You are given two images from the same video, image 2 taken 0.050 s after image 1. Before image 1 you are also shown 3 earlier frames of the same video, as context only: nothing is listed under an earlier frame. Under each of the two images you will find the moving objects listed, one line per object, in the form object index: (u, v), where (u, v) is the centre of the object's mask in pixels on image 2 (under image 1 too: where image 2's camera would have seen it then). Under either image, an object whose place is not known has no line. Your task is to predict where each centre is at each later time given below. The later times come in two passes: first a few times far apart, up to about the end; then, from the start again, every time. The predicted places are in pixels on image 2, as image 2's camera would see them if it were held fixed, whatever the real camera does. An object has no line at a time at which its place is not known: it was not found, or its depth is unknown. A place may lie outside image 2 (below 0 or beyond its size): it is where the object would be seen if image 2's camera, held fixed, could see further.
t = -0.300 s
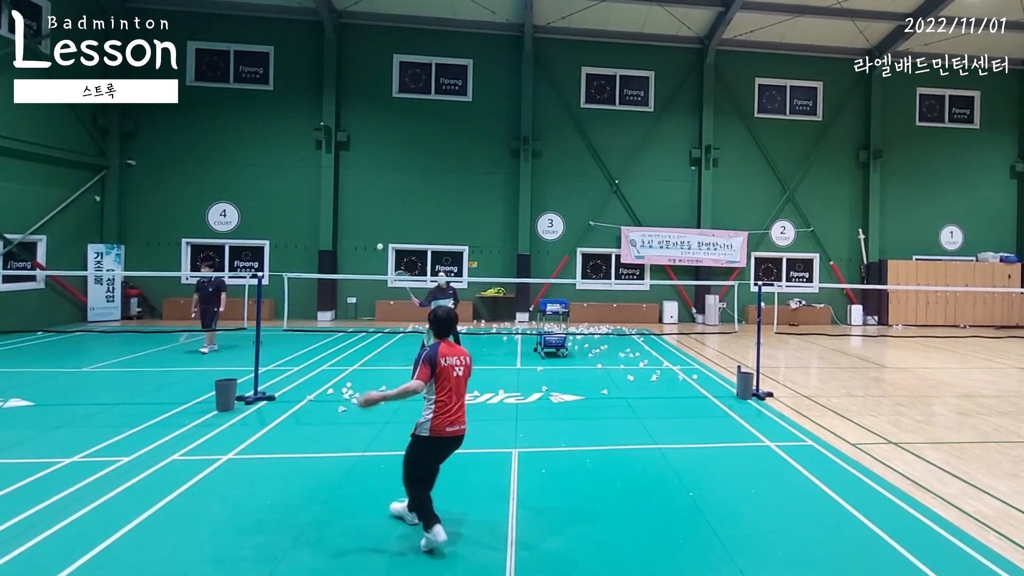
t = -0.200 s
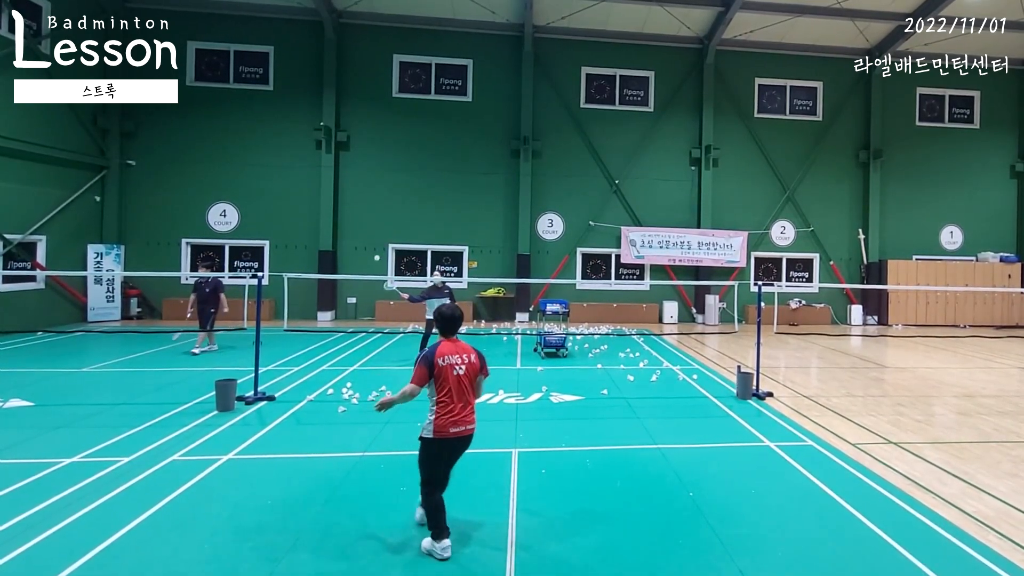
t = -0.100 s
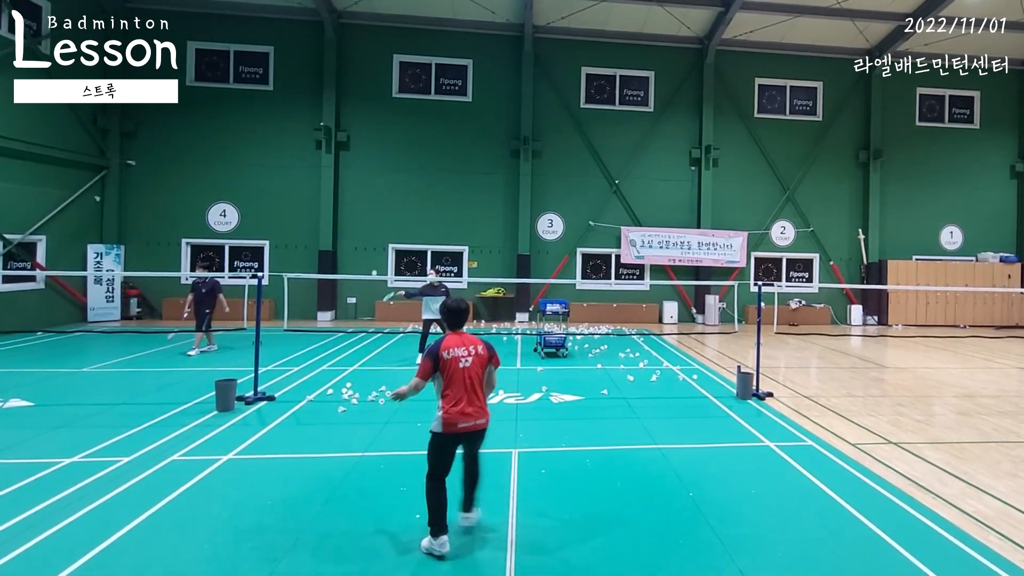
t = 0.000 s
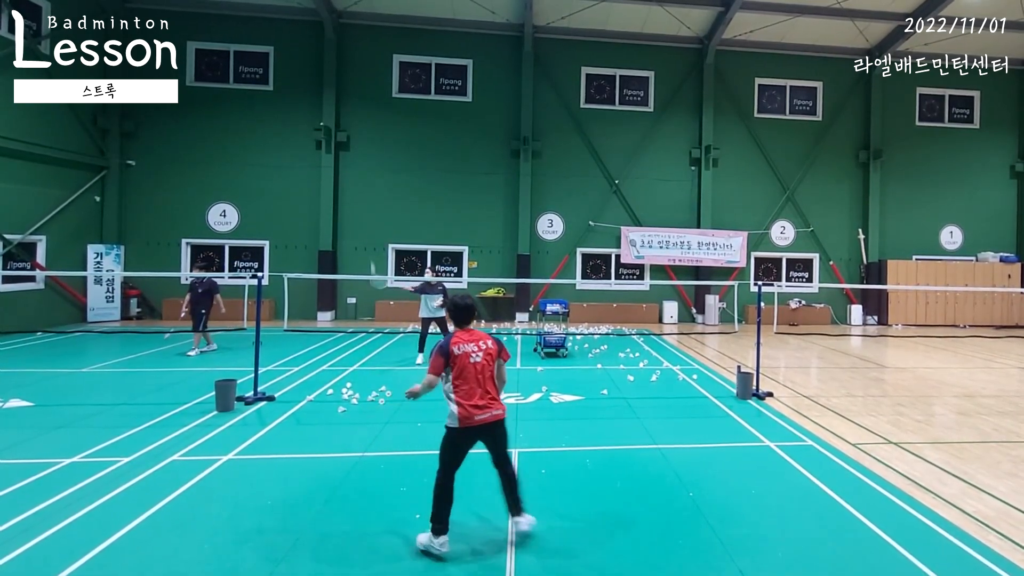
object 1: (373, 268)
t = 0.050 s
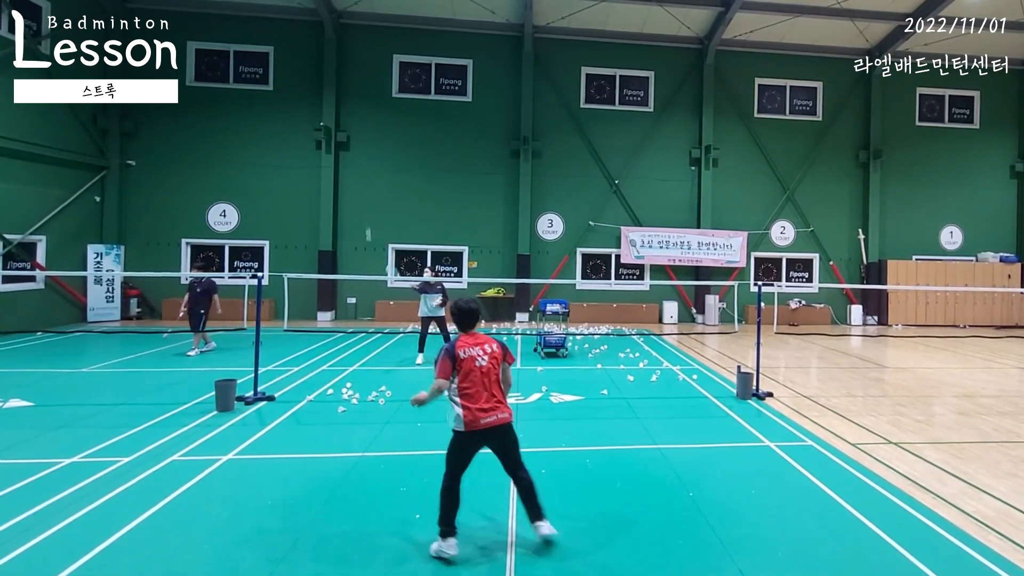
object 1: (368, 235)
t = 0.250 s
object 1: (363, 130)
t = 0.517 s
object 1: (351, 43)
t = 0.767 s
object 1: (335, 23)
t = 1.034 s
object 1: (308, 102)
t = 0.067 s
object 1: (368, 224)
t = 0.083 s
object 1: (368, 215)
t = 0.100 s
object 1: (368, 205)
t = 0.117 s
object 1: (367, 196)
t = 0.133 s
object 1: (367, 187)
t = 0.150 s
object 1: (366, 178)
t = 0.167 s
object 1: (365, 169)
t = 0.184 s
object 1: (365, 161)
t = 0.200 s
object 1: (364, 153)
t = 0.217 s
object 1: (364, 145)
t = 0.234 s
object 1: (363, 137)
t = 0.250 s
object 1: (363, 130)
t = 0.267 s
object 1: (362, 123)
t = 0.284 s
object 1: (361, 116)
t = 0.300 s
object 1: (361, 109)
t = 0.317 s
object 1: (360, 103)
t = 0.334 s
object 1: (359, 97)
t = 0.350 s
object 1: (359, 91)
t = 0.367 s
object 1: (358, 85)
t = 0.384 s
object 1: (357, 79)
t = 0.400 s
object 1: (356, 74)
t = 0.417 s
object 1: (356, 69)
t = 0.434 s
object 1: (355, 64)
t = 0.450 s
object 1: (354, 59)
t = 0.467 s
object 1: (353, 55)
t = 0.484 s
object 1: (352, 51)
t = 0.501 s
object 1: (352, 47)
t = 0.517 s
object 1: (351, 43)
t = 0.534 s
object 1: (350, 40)
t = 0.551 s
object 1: (349, 37)
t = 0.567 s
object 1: (348, 34)
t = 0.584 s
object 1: (347, 31)
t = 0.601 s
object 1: (346, 29)
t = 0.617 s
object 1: (345, 27)
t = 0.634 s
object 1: (344, 25)
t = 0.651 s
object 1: (343, 23)
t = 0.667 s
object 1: (342, 22)
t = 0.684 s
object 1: (341, 22)
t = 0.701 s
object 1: (340, 21)
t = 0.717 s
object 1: (339, 21)
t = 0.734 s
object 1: (337, 22)
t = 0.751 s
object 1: (336, 22)
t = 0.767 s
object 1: (335, 23)
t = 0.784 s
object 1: (333, 25)
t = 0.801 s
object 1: (332, 27)
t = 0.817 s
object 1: (330, 29)
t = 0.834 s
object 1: (329, 32)
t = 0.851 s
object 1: (327, 35)
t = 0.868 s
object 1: (326, 38)
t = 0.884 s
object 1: (324, 43)
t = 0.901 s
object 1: (322, 47)
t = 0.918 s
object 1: (320, 52)
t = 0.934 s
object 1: (318, 58)
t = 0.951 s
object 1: (317, 64)
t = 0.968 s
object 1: (315, 70)
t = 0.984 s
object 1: (313, 77)
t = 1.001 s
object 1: (311, 85)
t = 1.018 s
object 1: (310, 93)
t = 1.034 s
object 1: (308, 102)
